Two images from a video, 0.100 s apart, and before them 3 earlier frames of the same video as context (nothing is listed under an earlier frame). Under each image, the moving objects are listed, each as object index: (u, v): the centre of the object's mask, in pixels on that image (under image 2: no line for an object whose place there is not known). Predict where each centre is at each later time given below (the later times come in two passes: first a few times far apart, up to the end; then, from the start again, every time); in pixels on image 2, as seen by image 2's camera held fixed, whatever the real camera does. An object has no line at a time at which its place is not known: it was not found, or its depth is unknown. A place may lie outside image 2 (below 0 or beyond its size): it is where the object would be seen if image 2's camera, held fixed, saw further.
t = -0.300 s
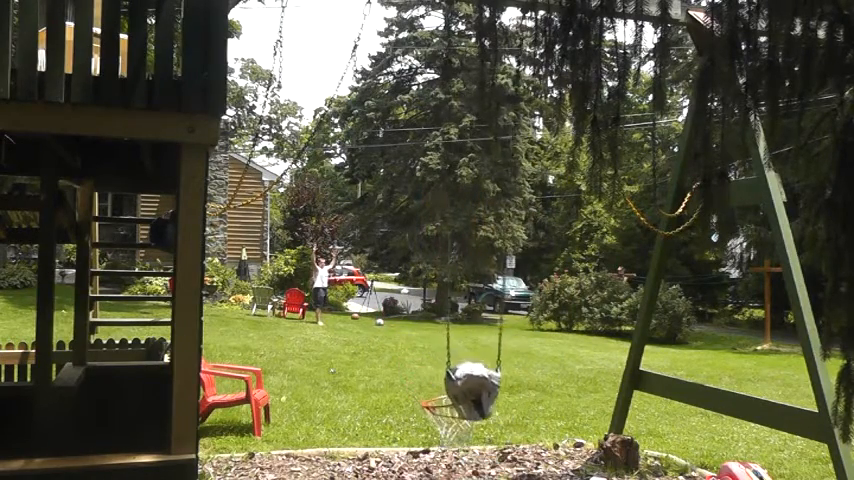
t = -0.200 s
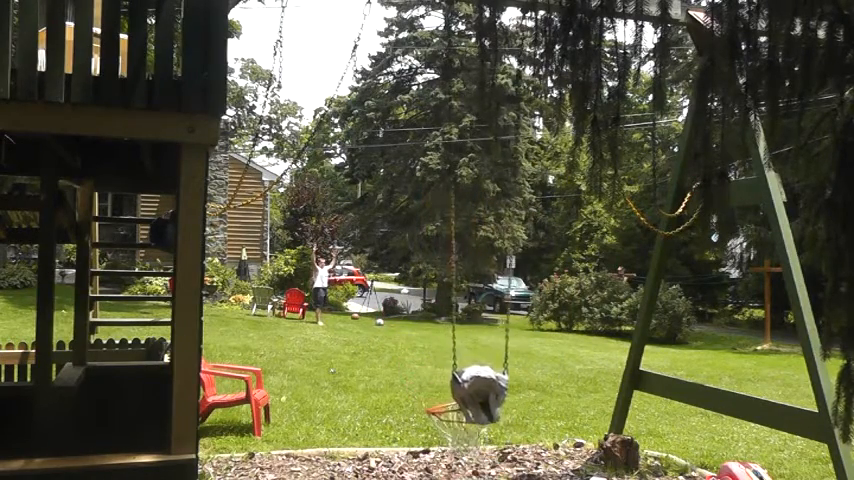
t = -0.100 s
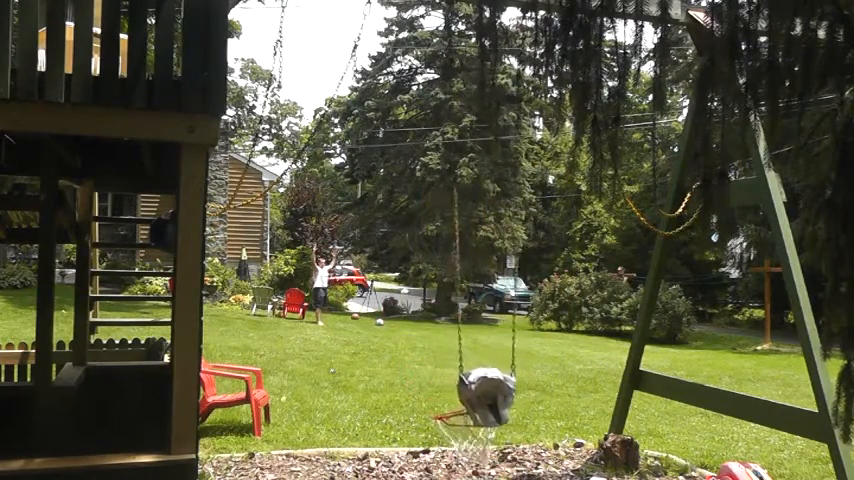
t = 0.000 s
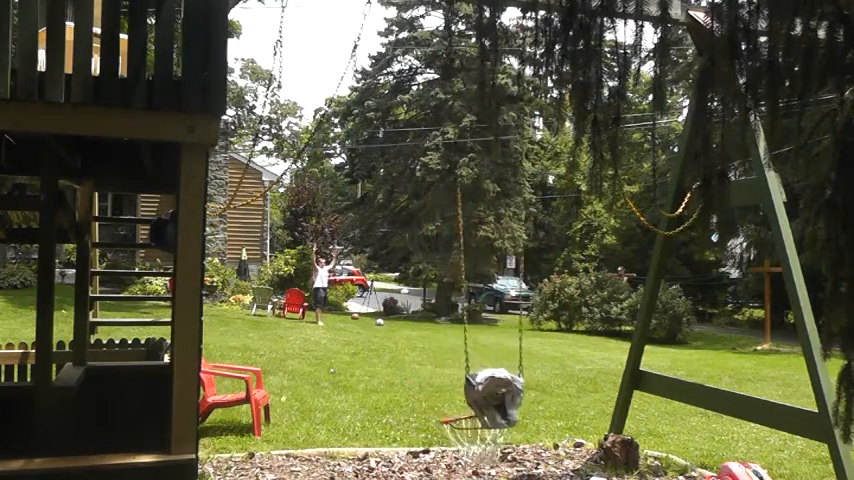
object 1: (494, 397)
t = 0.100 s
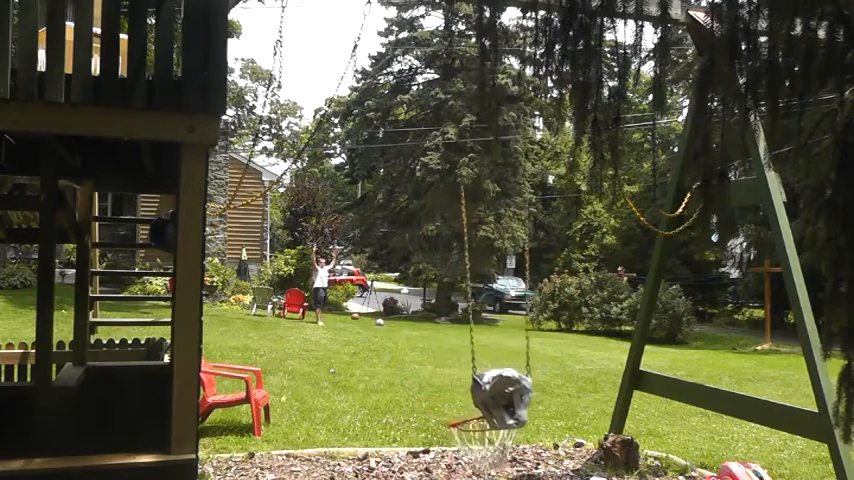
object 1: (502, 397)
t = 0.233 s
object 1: (513, 396)
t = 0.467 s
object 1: (531, 390)
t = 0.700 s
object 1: (545, 382)
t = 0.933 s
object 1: (557, 372)
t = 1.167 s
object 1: (564, 366)
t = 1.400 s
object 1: (565, 365)
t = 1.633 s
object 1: (561, 369)
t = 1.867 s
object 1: (552, 378)
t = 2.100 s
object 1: (538, 387)
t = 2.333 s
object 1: (522, 395)
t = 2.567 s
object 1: (504, 397)
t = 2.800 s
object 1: (486, 394)
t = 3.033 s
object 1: (470, 386)
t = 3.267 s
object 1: (456, 373)
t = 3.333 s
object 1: (452, 369)
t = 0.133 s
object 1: (505, 397)
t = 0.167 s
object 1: (508, 397)
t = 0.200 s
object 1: (510, 396)
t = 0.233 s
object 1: (513, 396)
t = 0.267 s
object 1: (515, 395)
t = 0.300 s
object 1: (518, 395)
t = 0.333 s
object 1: (521, 394)
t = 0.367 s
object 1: (523, 393)
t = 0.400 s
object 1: (526, 392)
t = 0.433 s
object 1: (528, 391)
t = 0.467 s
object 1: (531, 390)
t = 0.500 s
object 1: (533, 389)
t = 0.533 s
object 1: (535, 388)
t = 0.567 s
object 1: (537, 387)
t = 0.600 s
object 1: (539, 386)
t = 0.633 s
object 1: (542, 384)
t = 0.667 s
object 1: (543, 383)
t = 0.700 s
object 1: (545, 382)
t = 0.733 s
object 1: (547, 380)
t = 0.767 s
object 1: (549, 378)
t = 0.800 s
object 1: (551, 377)
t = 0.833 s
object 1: (553, 376)
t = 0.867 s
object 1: (554, 375)
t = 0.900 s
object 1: (556, 373)
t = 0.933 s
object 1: (557, 372)
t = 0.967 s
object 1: (558, 371)
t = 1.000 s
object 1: (559, 370)
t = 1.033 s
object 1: (560, 369)
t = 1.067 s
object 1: (561, 368)
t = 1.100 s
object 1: (562, 368)
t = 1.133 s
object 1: (563, 367)
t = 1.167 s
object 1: (564, 366)
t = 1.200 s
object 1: (564, 366)
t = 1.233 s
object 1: (565, 366)
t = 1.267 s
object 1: (565, 365)
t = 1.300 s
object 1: (565, 365)
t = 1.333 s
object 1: (565, 365)
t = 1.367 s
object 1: (565, 365)
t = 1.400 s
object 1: (565, 365)
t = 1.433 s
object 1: (565, 366)
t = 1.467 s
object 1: (565, 366)
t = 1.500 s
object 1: (564, 367)
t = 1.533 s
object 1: (564, 367)
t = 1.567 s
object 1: (563, 368)
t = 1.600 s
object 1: (562, 368)
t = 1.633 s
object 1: (561, 369)
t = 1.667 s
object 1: (560, 370)
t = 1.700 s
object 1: (559, 371)
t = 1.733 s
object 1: (558, 373)
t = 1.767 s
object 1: (557, 374)
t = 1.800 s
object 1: (555, 375)
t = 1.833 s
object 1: (554, 376)
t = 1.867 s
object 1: (552, 378)
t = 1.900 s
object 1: (550, 379)
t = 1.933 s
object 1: (549, 381)
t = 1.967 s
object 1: (547, 382)
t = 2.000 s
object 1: (544, 383)
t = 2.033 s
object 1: (543, 385)
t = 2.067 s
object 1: (541, 386)
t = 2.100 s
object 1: (538, 387)
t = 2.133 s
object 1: (536, 389)
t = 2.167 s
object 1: (534, 390)
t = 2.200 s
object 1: (532, 391)
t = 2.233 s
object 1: (529, 392)
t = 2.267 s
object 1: (527, 393)
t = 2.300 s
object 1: (524, 394)
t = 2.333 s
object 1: (522, 395)
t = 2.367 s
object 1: (520, 395)
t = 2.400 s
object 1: (517, 396)
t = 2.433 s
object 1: (514, 396)
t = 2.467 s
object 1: (512, 397)
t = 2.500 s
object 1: (509, 397)
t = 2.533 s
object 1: (507, 397)
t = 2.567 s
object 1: (504, 397)
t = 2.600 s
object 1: (502, 397)
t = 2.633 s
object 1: (499, 397)
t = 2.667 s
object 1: (497, 396)
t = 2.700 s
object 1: (494, 396)
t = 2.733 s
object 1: (491, 395)
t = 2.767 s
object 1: (489, 394)
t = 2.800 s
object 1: (486, 394)
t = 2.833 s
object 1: (484, 393)
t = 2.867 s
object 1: (482, 392)
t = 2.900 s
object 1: (479, 391)
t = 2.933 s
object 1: (477, 389)
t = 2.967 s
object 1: (475, 388)
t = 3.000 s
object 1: (472, 387)
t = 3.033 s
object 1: (470, 386)
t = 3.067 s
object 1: (468, 384)
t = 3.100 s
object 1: (466, 382)
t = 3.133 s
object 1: (464, 380)
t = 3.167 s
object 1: (462, 378)
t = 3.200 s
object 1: (460, 377)
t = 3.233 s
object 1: (458, 375)
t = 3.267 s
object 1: (456, 373)
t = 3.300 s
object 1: (454, 371)
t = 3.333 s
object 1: (452, 369)
